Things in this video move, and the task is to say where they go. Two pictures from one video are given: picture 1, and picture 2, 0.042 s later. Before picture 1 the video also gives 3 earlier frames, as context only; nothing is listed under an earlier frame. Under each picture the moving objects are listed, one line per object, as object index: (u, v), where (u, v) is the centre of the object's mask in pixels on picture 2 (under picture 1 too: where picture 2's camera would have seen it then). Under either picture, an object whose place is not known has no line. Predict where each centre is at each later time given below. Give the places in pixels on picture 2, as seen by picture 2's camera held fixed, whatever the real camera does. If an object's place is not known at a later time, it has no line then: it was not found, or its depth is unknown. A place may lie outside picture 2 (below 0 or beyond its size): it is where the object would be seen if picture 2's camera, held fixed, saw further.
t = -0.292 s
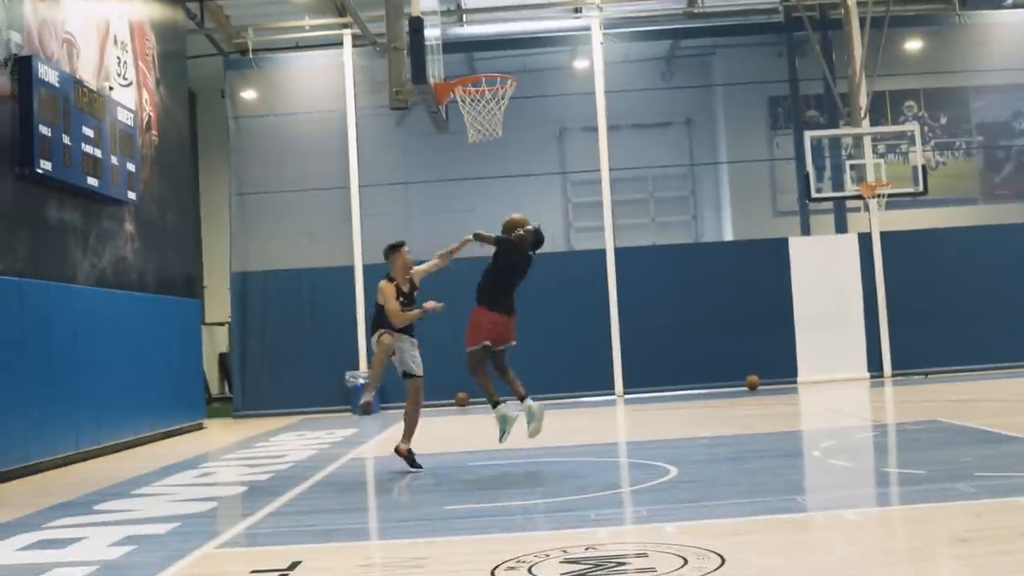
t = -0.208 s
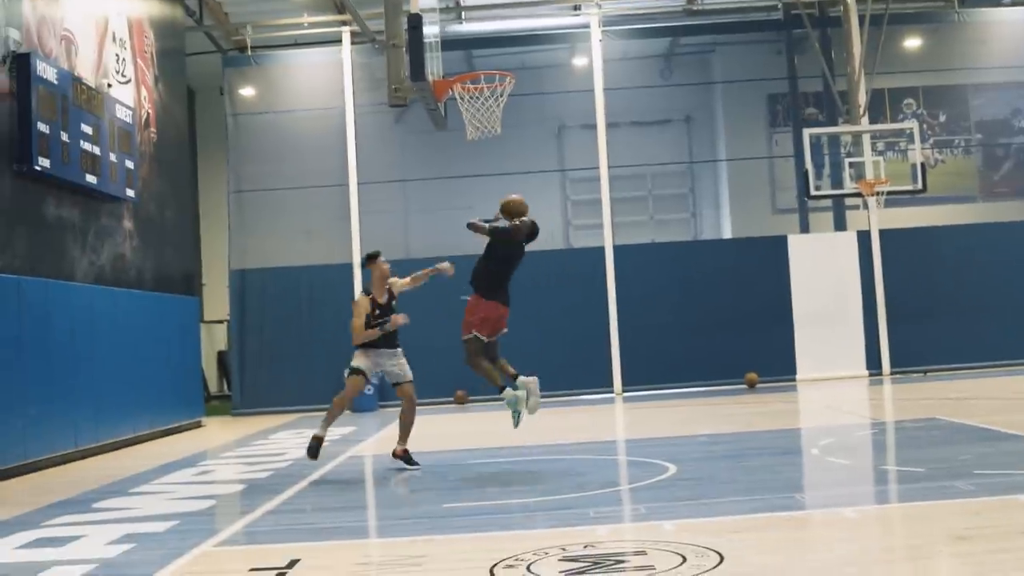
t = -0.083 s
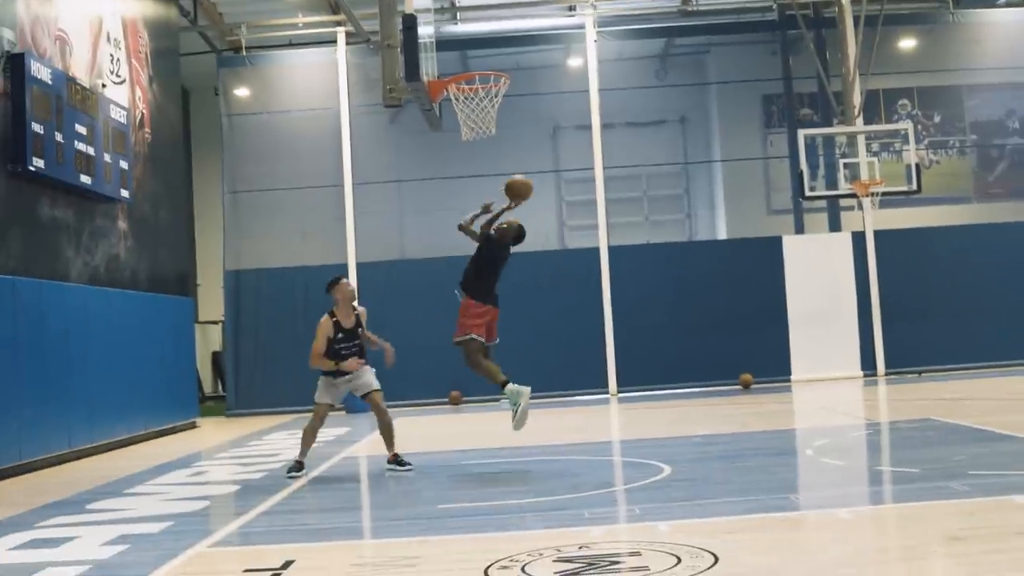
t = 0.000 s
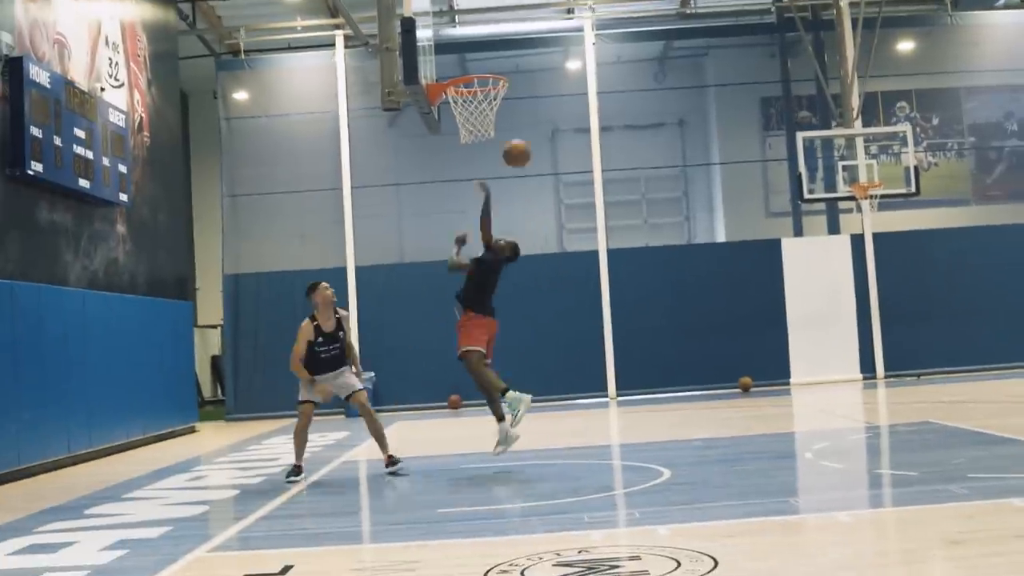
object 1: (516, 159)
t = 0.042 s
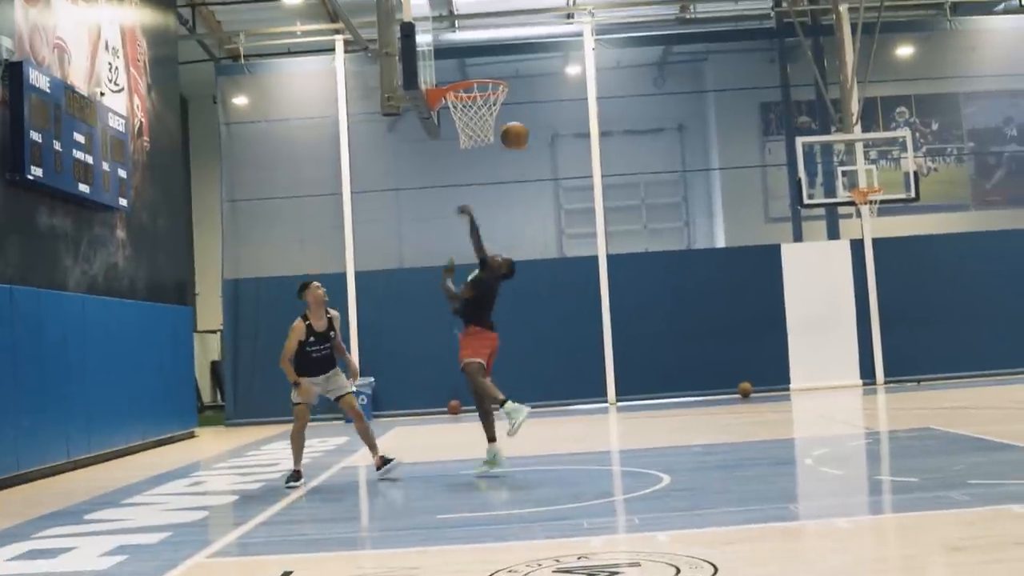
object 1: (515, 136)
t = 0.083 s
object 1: (514, 122)
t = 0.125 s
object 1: (514, 105)
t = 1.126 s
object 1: (626, 170)
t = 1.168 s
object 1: (634, 183)
